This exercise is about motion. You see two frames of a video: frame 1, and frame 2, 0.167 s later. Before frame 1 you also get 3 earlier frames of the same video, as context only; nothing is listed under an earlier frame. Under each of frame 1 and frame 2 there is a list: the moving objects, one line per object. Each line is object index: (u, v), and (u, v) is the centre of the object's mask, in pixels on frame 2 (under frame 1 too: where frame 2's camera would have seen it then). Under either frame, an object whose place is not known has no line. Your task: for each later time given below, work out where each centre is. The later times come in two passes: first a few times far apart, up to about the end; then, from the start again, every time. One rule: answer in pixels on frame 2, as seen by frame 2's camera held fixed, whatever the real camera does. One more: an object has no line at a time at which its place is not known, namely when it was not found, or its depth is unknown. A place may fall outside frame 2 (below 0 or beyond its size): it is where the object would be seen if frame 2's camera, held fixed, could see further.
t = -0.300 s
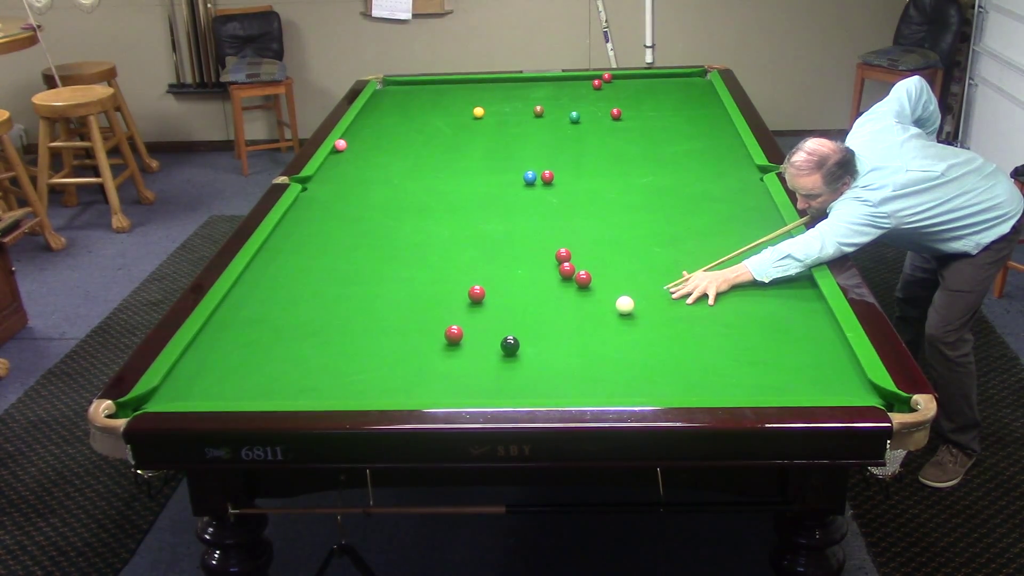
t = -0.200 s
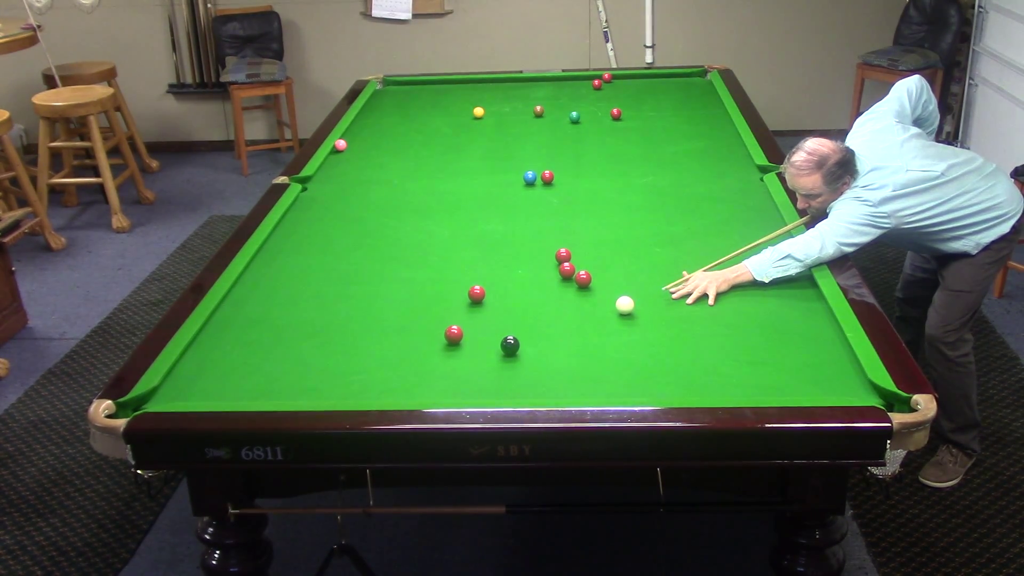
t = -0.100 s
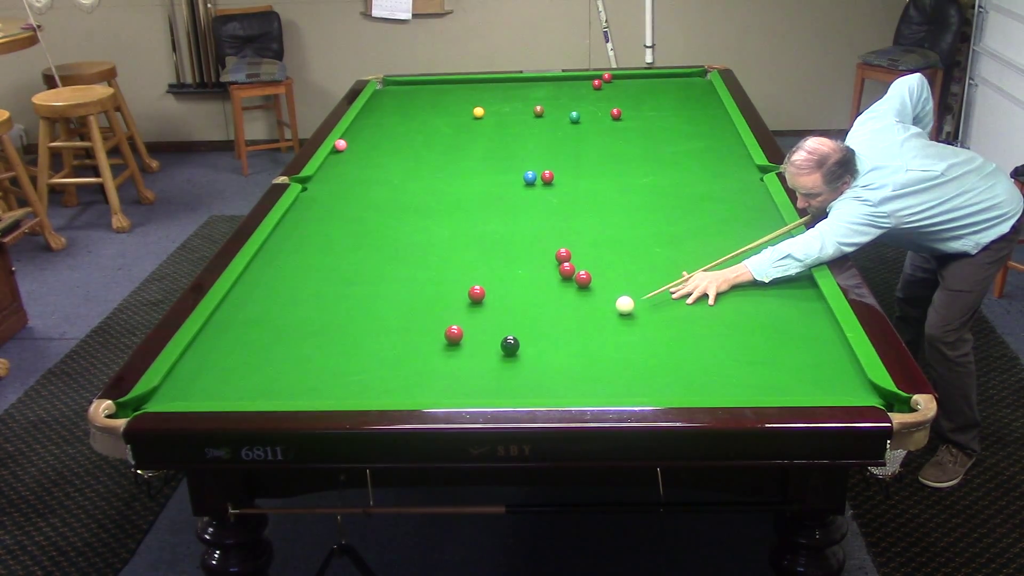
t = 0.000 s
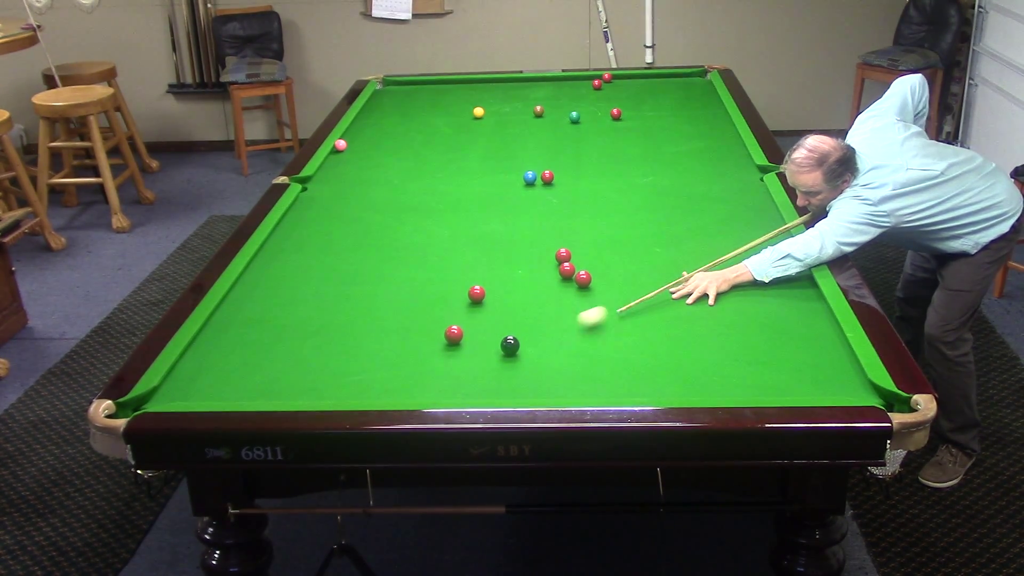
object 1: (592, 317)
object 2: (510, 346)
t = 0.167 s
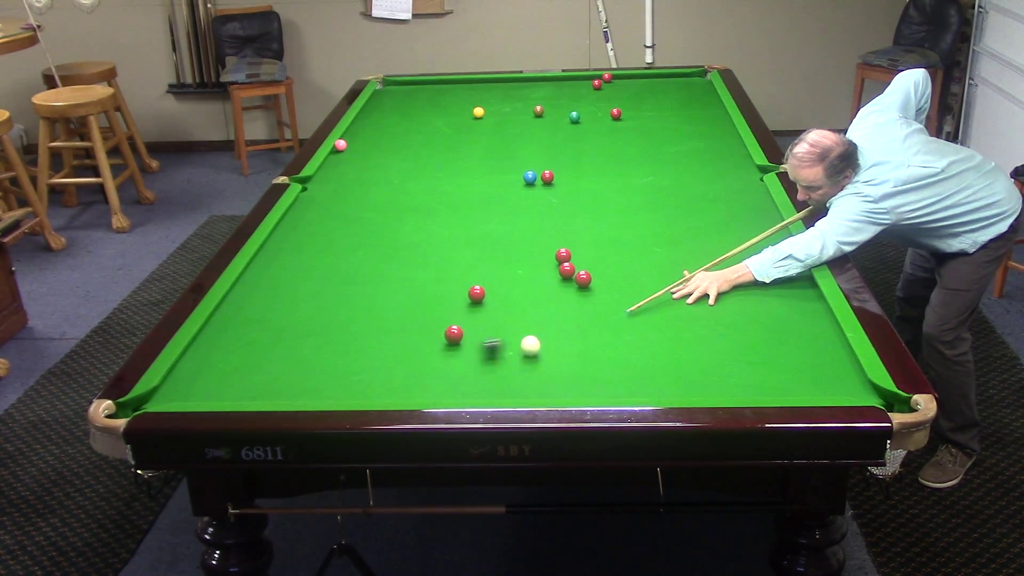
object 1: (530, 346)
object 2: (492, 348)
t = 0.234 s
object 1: (531, 351)
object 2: (463, 353)
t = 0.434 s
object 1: (535, 367)
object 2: (392, 365)
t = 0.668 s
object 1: (539, 386)
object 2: (310, 379)
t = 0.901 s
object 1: (546, 391)
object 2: (229, 391)
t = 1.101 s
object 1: (554, 383)
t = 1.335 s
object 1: (563, 372)
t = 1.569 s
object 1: (571, 362)
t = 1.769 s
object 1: (577, 355)
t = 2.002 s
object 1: (583, 347)
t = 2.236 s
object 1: (588, 341)
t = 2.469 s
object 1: (592, 335)
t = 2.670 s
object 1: (596, 331)
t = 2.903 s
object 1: (599, 327)
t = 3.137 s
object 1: (602, 324)
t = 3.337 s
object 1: (604, 322)
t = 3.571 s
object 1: (606, 320)
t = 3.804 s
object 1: (607, 319)
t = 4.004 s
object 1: (607, 319)
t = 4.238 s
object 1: (607, 319)
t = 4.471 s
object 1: (607, 319)
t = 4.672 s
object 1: (607, 319)
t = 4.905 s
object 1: (607, 319)
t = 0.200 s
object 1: (531, 349)
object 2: (477, 351)
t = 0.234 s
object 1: (531, 351)
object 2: (463, 353)
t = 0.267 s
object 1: (532, 354)
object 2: (450, 355)
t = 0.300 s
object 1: (533, 356)
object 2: (438, 357)
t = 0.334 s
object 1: (533, 359)
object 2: (426, 359)
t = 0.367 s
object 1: (534, 362)
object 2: (415, 361)
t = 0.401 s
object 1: (534, 365)
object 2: (404, 363)
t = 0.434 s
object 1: (535, 367)
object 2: (392, 365)
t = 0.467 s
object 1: (536, 370)
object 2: (380, 368)
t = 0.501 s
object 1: (536, 373)
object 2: (369, 369)
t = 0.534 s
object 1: (537, 376)
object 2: (357, 371)
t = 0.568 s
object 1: (537, 378)
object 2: (345, 373)
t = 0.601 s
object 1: (538, 381)
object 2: (333, 375)
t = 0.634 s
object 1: (539, 384)
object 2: (322, 377)
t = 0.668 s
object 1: (539, 386)
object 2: (310, 379)
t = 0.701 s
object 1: (540, 389)
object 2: (299, 381)
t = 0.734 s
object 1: (540, 390)
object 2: (287, 383)
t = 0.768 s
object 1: (541, 392)
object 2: (275, 385)
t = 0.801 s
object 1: (542, 394)
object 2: (263, 387)
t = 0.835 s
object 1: (543, 394)
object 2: (252, 388)
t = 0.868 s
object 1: (544, 392)
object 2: (240, 390)
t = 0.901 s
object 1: (546, 391)
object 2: (229, 391)
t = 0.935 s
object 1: (547, 390)
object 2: (217, 392)
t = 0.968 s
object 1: (549, 389)
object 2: (206, 393)
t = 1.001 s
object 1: (550, 388)
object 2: (194, 394)
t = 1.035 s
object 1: (551, 386)
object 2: (182, 395)
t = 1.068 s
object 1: (553, 384)
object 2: (170, 397)
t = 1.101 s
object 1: (554, 383)
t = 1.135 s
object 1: (555, 381)
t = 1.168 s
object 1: (557, 380)
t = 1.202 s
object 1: (558, 378)
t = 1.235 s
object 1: (559, 376)
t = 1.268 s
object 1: (561, 375)
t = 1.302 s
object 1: (562, 373)
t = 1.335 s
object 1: (563, 372)
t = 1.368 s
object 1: (564, 370)
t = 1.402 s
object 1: (565, 369)
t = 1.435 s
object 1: (566, 368)
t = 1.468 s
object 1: (568, 366)
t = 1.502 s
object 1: (569, 365)
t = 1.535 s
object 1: (570, 364)
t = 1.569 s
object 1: (571, 362)
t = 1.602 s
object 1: (572, 361)
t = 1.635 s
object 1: (573, 360)
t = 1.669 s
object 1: (574, 358)
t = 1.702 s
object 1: (575, 357)
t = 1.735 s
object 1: (576, 356)
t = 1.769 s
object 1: (577, 355)
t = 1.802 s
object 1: (578, 354)
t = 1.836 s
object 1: (579, 352)
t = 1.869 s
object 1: (579, 351)
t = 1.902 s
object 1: (580, 350)
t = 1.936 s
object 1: (581, 349)
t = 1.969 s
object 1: (582, 348)
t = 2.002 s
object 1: (583, 347)
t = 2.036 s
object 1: (584, 346)
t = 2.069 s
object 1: (584, 345)
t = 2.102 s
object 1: (585, 344)
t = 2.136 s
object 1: (586, 343)
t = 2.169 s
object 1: (587, 342)
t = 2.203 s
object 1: (587, 342)
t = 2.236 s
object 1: (588, 341)
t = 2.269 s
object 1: (589, 340)
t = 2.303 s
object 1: (589, 339)
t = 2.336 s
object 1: (590, 338)
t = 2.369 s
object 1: (591, 337)
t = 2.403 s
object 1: (591, 337)
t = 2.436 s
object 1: (592, 336)
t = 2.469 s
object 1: (592, 335)
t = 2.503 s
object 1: (593, 334)
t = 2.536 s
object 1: (594, 334)
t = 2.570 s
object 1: (594, 333)
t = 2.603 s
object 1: (595, 332)
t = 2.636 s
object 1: (595, 332)
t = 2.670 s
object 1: (596, 331)
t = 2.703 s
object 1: (596, 331)
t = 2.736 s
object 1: (597, 330)
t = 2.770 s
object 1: (597, 329)
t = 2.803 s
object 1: (598, 329)
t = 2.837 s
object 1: (598, 328)
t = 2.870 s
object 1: (599, 328)
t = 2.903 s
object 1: (599, 327)
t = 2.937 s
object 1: (599, 327)
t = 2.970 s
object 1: (600, 326)
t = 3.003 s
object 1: (600, 326)
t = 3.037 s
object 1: (601, 325)
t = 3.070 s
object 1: (601, 325)
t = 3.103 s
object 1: (601, 324)
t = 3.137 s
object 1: (602, 324)
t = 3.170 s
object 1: (602, 324)
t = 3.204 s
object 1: (602, 323)
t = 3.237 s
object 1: (603, 323)
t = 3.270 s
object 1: (603, 323)
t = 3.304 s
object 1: (603, 322)
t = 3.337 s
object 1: (604, 322)
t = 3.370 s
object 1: (604, 322)
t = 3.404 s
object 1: (604, 321)
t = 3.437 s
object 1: (605, 321)
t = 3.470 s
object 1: (605, 321)
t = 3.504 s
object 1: (605, 321)
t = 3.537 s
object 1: (605, 320)
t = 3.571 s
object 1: (606, 320)
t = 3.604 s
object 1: (606, 320)
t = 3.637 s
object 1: (606, 320)
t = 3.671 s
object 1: (606, 320)
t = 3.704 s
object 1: (606, 320)
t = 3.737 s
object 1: (607, 320)
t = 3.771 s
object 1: (607, 319)
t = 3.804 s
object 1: (607, 319)
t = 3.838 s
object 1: (607, 319)
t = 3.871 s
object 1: (607, 319)
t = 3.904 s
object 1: (607, 319)
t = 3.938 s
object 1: (607, 319)
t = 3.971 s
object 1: (607, 319)
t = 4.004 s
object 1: (607, 319)
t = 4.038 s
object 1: (607, 319)
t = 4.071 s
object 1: (607, 319)
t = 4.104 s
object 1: (607, 319)
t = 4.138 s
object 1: (607, 319)
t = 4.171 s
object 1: (607, 319)
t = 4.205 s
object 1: (607, 319)
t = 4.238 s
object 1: (607, 319)
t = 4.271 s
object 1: (607, 319)
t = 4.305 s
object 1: (607, 319)
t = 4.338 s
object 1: (607, 319)
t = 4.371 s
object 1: (607, 319)
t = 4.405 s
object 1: (607, 319)
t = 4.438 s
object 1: (607, 319)
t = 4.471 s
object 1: (607, 319)
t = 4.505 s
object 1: (607, 319)
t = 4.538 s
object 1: (607, 319)
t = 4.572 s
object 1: (607, 319)
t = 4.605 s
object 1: (607, 319)
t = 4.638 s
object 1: (607, 319)
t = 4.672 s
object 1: (607, 319)
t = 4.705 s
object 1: (607, 319)
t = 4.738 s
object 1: (607, 319)
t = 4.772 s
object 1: (607, 319)
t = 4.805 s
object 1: (607, 319)
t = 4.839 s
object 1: (607, 319)
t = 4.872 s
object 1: (607, 319)
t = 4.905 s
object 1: (607, 319)
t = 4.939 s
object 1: (607, 319)
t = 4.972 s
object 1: (607, 319)
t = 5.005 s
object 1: (607, 319)
